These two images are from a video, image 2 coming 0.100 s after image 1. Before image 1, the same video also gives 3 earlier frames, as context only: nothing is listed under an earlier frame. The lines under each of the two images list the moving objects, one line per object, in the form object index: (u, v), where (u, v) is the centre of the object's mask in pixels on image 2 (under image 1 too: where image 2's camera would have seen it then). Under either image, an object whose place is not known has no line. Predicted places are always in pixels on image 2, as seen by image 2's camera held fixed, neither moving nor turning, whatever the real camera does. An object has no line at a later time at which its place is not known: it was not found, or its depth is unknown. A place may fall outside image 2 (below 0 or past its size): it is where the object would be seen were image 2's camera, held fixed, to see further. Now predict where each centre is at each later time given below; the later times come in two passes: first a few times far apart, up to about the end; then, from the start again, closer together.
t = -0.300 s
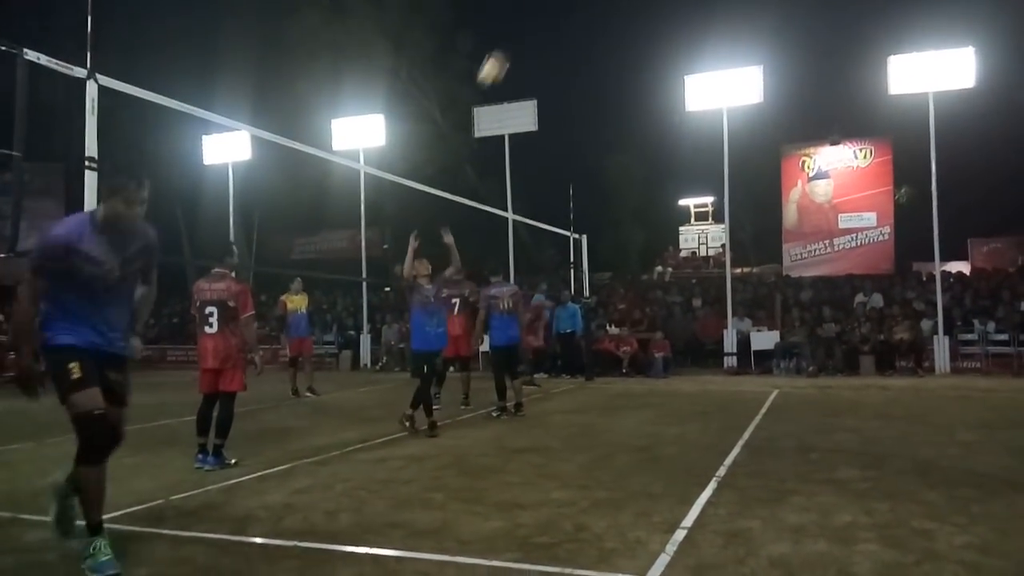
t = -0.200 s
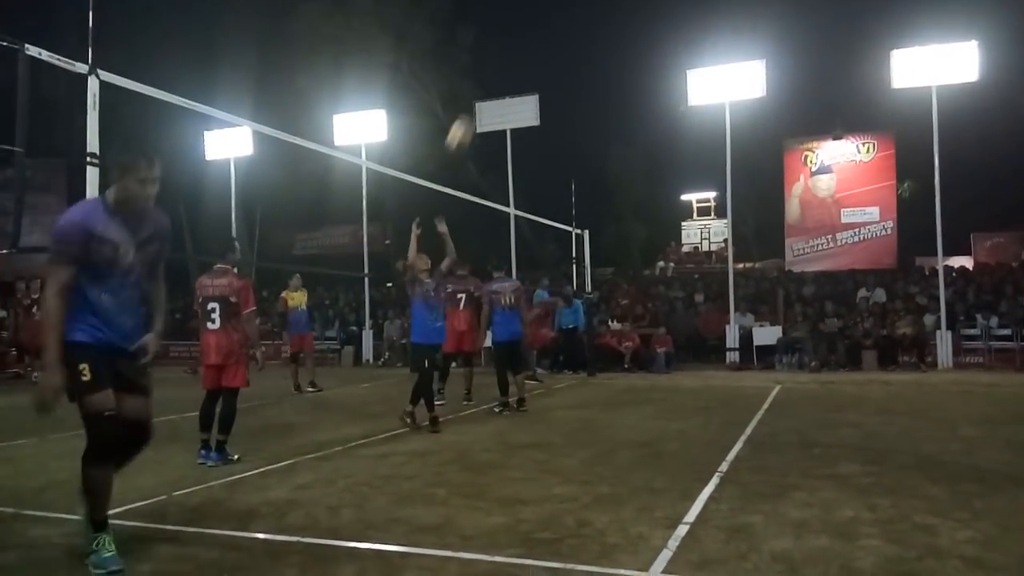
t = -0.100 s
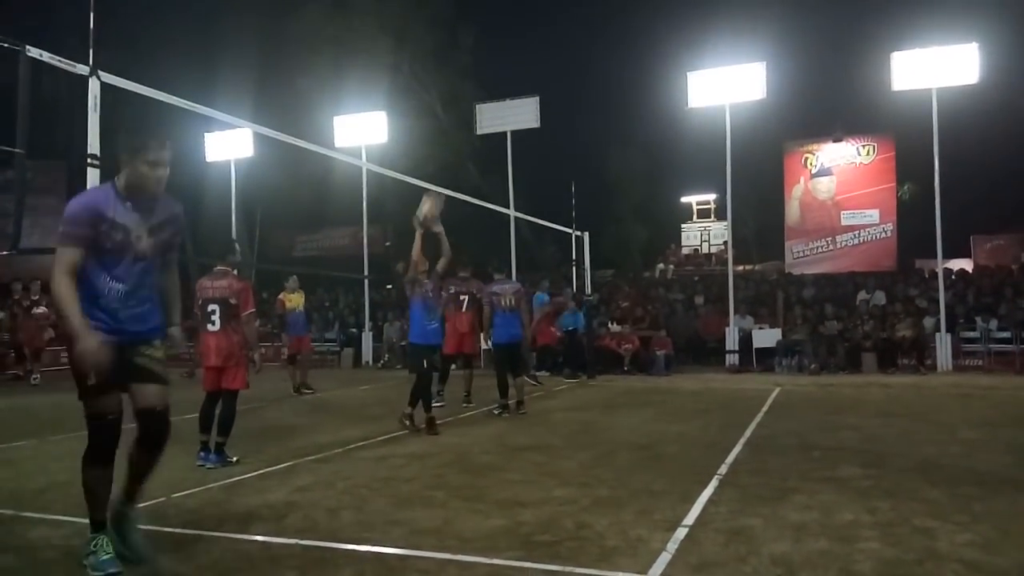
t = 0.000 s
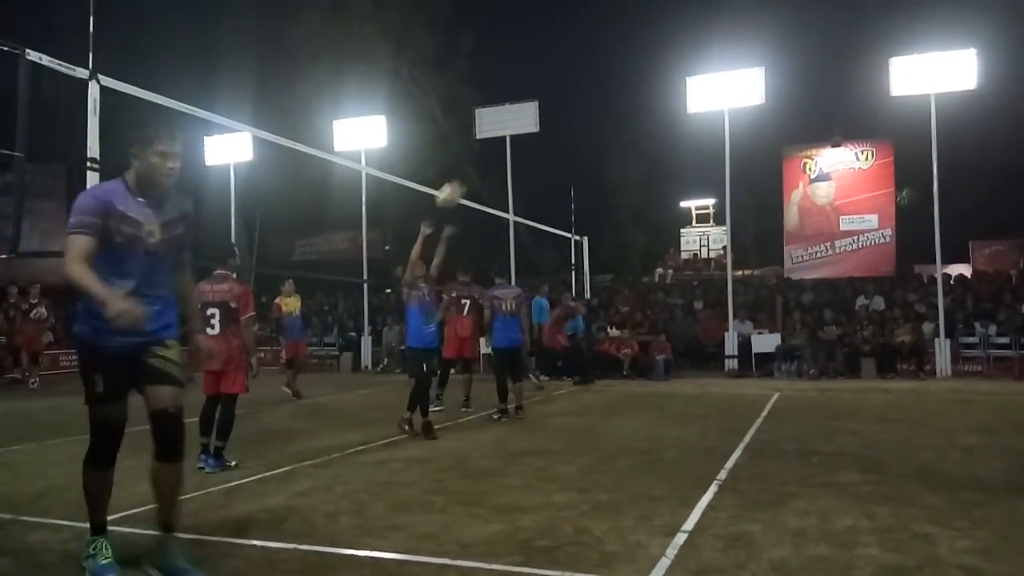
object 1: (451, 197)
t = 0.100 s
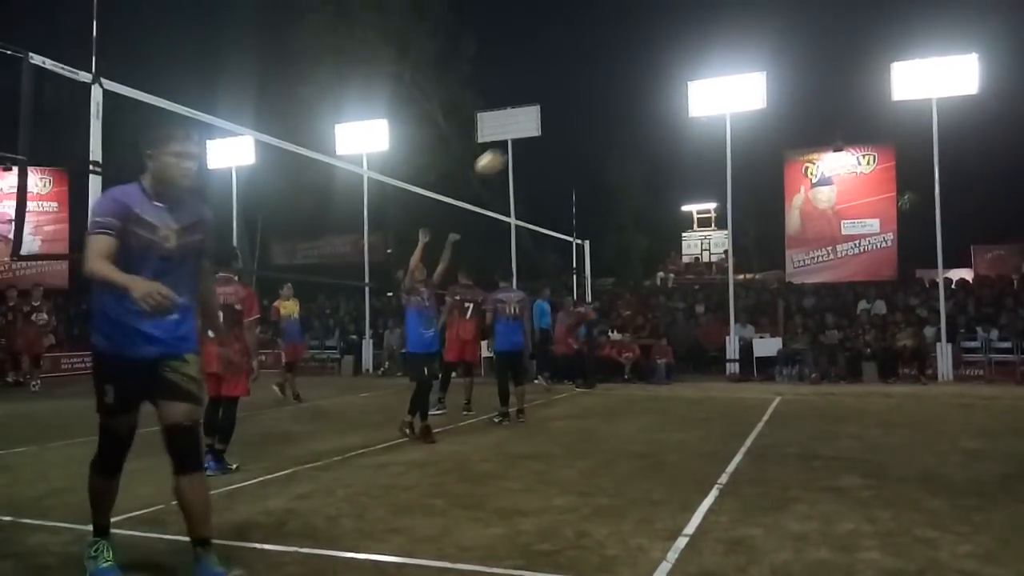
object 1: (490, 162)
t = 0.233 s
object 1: (549, 127)
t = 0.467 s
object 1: (658, 110)
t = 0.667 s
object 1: (775, 153)
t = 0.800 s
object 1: (868, 221)
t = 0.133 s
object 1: (504, 152)
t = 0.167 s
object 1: (518, 145)
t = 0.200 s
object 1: (533, 136)
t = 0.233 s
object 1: (549, 127)
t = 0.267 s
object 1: (562, 121)
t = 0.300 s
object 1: (578, 116)
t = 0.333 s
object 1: (594, 113)
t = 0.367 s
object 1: (609, 110)
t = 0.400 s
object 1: (626, 109)
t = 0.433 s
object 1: (642, 109)
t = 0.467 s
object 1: (658, 110)
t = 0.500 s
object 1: (674, 112)
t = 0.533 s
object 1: (696, 120)
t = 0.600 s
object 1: (739, 133)
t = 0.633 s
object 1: (756, 142)
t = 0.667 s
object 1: (775, 153)
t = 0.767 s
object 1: (843, 203)
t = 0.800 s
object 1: (868, 221)
